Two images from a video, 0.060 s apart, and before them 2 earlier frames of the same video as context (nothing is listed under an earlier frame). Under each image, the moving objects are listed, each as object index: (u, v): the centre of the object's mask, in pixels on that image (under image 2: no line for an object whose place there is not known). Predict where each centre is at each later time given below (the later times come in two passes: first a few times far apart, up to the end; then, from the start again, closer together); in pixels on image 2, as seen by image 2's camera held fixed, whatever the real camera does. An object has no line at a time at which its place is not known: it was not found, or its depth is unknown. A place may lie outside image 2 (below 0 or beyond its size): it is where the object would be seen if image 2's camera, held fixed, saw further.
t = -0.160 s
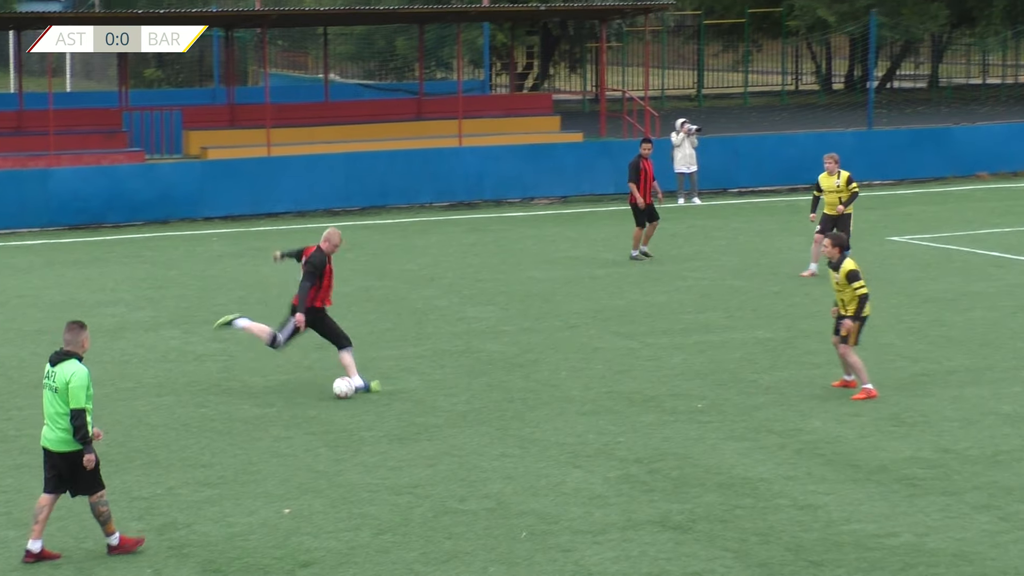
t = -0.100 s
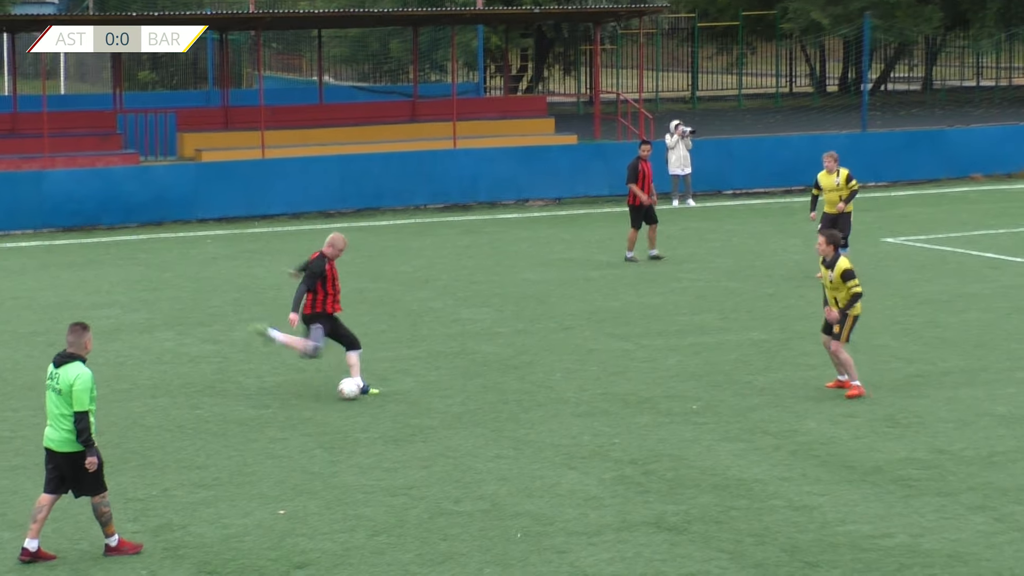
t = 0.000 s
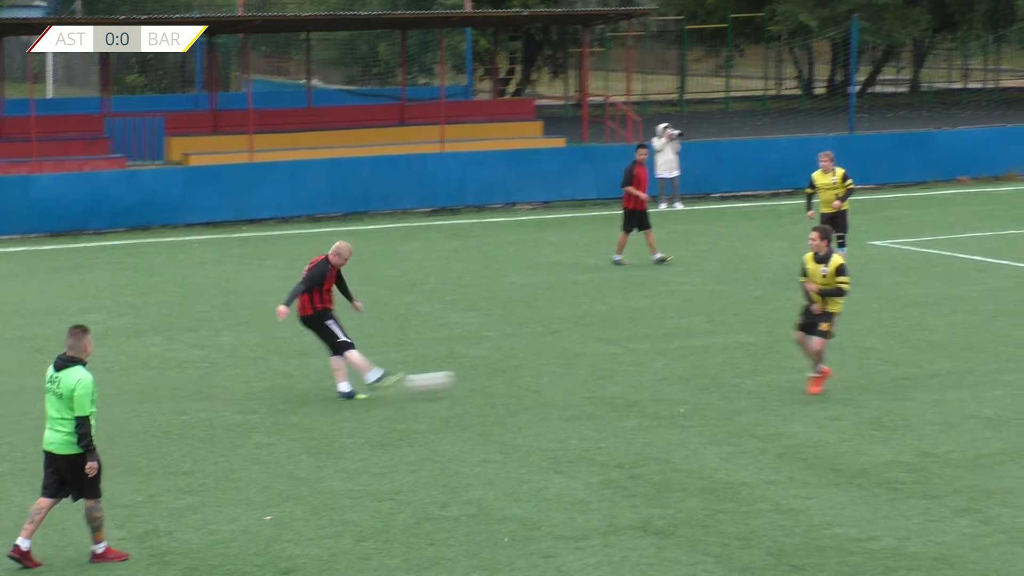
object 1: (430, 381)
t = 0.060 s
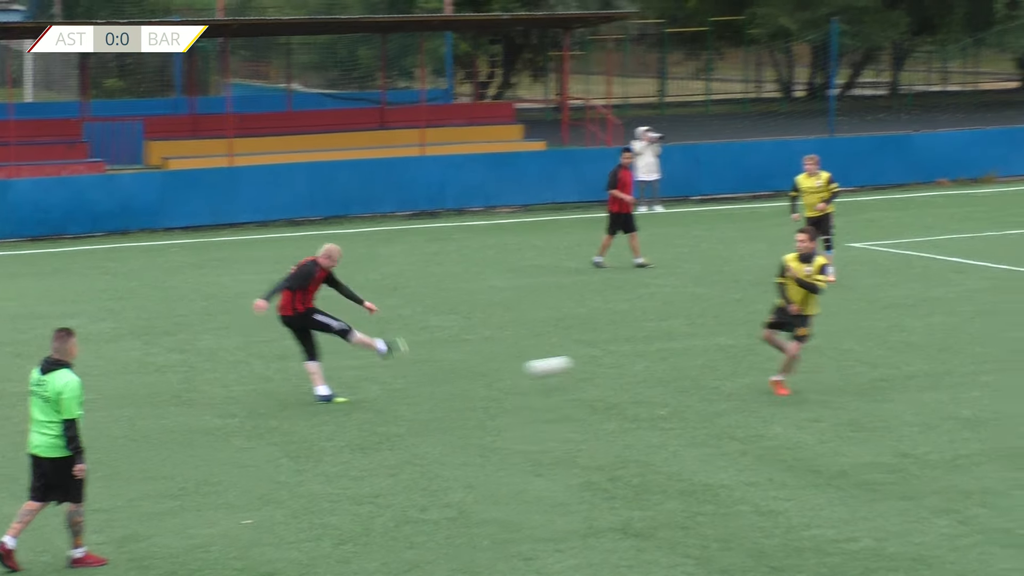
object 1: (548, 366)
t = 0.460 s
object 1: (1286, 306)
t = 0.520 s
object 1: (1379, 294)
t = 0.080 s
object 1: (593, 360)
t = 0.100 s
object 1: (634, 357)
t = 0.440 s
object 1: (1254, 312)
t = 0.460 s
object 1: (1286, 306)
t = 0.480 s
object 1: (1317, 302)
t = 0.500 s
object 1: (1347, 297)
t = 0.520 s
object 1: (1379, 294)
